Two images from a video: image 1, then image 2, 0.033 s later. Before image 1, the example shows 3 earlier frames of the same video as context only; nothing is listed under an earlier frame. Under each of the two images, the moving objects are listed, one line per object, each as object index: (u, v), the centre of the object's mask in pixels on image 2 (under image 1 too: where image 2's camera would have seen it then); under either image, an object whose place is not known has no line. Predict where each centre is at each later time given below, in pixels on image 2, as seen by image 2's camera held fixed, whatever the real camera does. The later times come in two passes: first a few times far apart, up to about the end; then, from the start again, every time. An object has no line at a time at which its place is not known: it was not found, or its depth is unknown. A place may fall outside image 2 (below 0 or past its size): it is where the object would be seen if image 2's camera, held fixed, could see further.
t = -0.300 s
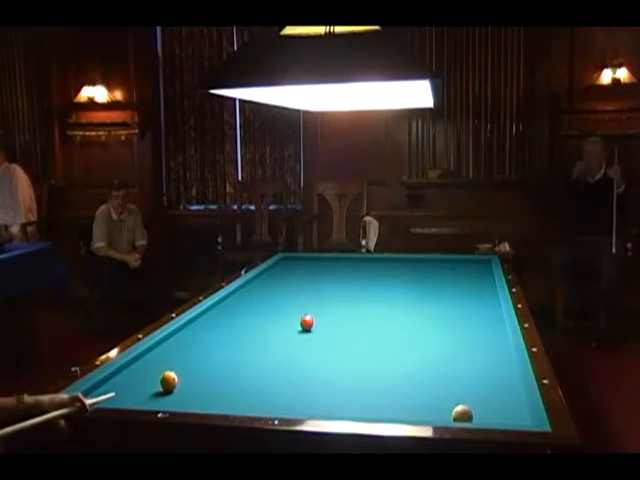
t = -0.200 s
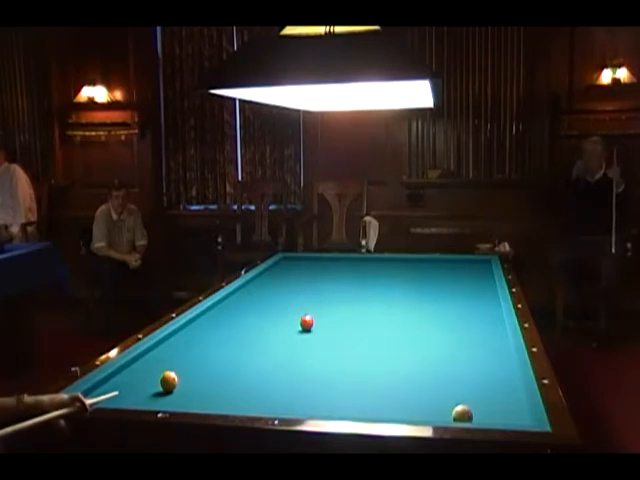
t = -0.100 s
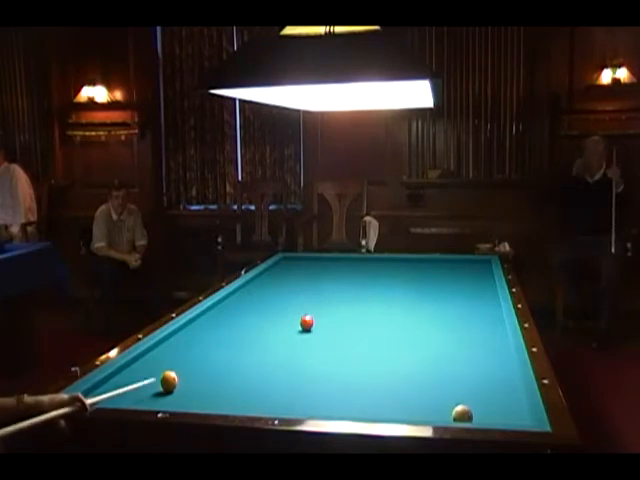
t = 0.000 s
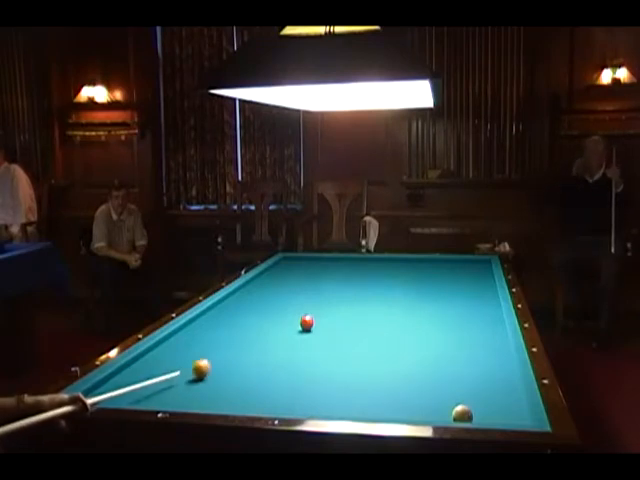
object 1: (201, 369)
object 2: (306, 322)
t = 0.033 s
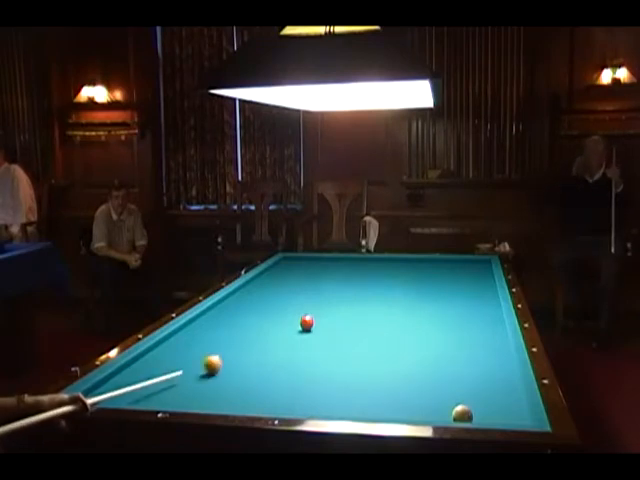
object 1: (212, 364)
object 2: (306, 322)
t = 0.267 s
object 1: (279, 338)
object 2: (306, 322)
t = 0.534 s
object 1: (348, 320)
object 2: (299, 317)
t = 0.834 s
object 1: (418, 306)
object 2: (288, 309)
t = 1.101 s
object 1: (472, 295)
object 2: (279, 302)
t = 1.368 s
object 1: (471, 285)
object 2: (271, 296)
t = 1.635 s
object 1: (444, 276)
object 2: (263, 290)
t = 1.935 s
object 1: (418, 266)
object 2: (256, 285)
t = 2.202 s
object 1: (398, 259)
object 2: (253, 281)
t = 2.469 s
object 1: (372, 261)
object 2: (264, 277)
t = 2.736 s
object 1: (344, 264)
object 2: (274, 275)
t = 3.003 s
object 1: (314, 268)
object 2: (283, 272)
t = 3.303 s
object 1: (301, 270)
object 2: (273, 271)
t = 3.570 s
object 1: (303, 270)
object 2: (272, 271)
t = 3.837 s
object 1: (306, 271)
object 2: (282, 270)
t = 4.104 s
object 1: (307, 271)
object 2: (292, 270)
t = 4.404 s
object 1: (311, 271)
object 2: (301, 270)
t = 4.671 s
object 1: (316, 271)
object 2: (305, 270)
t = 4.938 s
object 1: (321, 271)
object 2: (307, 270)
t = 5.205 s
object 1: (326, 272)
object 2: (310, 269)
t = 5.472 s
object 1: (331, 272)
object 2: (312, 270)
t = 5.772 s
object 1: (335, 272)
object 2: (314, 269)
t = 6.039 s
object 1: (338, 273)
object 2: (314, 269)
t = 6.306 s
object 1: (341, 273)
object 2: (315, 269)
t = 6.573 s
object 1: (343, 273)
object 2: (315, 269)
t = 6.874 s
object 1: (345, 273)
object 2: (315, 269)
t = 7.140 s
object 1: (347, 273)
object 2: (315, 269)
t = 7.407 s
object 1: (347, 273)
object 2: (315, 269)
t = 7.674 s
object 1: (347, 273)
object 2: (315, 269)
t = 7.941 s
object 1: (347, 273)
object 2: (315, 269)
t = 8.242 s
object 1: (347, 273)
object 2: (315, 269)
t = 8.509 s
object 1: (347, 273)
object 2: (315, 269)
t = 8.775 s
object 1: (347, 273)
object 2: (315, 269)
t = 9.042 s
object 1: (347, 273)
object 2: (315, 269)
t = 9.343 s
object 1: (347, 274)
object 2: (314, 270)
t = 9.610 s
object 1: (347, 274)
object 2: (314, 270)
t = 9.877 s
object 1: (347, 274)
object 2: (314, 270)
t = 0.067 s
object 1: (223, 360)
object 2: (306, 322)
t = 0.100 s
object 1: (232, 356)
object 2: (306, 322)
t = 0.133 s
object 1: (243, 352)
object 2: (306, 322)
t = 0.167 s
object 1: (253, 349)
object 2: (306, 322)
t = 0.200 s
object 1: (262, 345)
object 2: (306, 322)
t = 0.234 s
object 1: (271, 342)
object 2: (306, 322)
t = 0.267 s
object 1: (279, 338)
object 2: (306, 322)
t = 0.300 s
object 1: (287, 335)
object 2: (306, 322)
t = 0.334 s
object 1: (295, 331)
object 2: (307, 322)
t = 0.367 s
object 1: (303, 329)
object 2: (308, 318)
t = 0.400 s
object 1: (311, 326)
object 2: (304, 320)
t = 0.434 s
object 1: (320, 324)
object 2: (304, 321)
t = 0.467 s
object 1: (330, 323)
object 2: (303, 320)
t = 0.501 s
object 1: (339, 321)
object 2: (301, 319)
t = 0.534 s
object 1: (348, 320)
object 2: (299, 317)
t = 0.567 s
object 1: (356, 318)
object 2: (298, 316)
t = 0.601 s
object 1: (364, 316)
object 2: (297, 315)
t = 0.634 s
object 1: (373, 315)
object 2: (295, 315)
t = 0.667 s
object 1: (381, 314)
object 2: (294, 313)
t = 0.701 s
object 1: (389, 312)
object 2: (293, 312)
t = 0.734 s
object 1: (396, 310)
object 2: (292, 311)
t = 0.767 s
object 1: (404, 309)
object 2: (290, 311)
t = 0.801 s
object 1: (411, 307)
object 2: (289, 310)
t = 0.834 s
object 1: (418, 306)
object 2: (288, 309)
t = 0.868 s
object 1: (425, 305)
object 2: (287, 308)
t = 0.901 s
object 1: (432, 303)
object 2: (285, 307)
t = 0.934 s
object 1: (439, 302)
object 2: (284, 307)
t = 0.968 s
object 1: (446, 301)
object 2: (283, 305)
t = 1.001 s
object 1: (453, 299)
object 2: (282, 304)
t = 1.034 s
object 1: (459, 298)
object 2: (281, 304)
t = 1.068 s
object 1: (466, 297)
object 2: (280, 303)
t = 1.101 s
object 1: (472, 295)
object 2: (279, 302)
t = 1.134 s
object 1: (479, 294)
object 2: (278, 302)
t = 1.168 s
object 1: (485, 293)
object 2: (277, 301)
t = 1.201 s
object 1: (490, 292)
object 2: (276, 300)
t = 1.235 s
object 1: (489, 290)
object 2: (275, 299)
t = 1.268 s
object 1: (484, 289)
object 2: (274, 298)
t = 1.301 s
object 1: (479, 288)
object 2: (273, 297)
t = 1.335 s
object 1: (475, 286)
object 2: (272, 297)
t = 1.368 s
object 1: (471, 285)
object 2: (271, 296)
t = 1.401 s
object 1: (467, 284)
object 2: (270, 295)
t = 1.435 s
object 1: (464, 282)
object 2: (269, 295)
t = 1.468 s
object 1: (461, 281)
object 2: (268, 294)
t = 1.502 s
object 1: (457, 280)
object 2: (267, 293)
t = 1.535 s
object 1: (454, 279)
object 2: (266, 293)
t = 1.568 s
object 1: (451, 278)
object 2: (265, 292)
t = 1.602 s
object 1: (447, 276)
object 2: (264, 291)
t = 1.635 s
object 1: (444, 276)
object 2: (263, 290)
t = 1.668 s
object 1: (441, 274)
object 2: (262, 290)
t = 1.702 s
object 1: (438, 273)
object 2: (262, 289)
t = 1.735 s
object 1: (435, 272)
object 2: (261, 289)
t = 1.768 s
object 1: (432, 272)
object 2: (261, 288)
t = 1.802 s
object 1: (430, 270)
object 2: (259, 287)
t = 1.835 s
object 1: (427, 270)
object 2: (259, 286)
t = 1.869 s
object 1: (424, 268)
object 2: (257, 285)
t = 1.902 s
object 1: (421, 267)
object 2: (257, 285)
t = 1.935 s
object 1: (418, 266)
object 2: (256, 285)
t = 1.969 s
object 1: (416, 265)
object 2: (255, 284)
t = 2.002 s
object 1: (413, 264)
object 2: (254, 283)
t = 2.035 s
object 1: (410, 263)
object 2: (254, 283)
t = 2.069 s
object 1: (408, 263)
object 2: (253, 282)
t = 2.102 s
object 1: (405, 262)
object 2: (253, 282)
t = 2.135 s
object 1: (403, 261)
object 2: (252, 281)
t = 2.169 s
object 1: (401, 260)
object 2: (252, 281)
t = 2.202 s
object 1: (398, 259)
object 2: (253, 281)
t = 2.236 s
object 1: (396, 259)
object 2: (255, 280)
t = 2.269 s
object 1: (393, 258)
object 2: (256, 279)
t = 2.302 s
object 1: (390, 259)
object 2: (258, 279)
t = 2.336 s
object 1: (386, 259)
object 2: (259, 278)
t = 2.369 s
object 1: (382, 260)
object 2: (260, 278)
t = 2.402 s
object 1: (379, 260)
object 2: (261, 278)
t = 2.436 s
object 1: (375, 261)
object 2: (261, 278)
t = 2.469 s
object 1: (372, 261)
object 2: (264, 277)
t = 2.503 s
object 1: (368, 261)
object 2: (266, 277)
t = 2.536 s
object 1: (365, 262)
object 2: (266, 277)
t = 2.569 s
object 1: (362, 262)
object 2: (268, 276)
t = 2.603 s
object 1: (358, 263)
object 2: (269, 276)
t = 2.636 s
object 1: (354, 263)
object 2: (270, 276)
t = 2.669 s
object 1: (351, 263)
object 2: (271, 276)
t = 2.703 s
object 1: (347, 263)
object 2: (272, 275)
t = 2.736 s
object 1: (344, 264)
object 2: (274, 275)
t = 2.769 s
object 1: (340, 264)
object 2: (275, 275)
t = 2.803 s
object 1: (336, 265)
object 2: (276, 274)
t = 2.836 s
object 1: (333, 265)
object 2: (277, 274)
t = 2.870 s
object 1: (329, 266)
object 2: (279, 274)
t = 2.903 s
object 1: (325, 266)
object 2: (280, 273)
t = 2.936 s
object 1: (321, 267)
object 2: (281, 273)
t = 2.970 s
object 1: (318, 267)
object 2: (282, 273)
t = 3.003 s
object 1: (314, 268)
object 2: (283, 272)
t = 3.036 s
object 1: (310, 268)
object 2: (284, 272)
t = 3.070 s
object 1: (306, 269)
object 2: (285, 271)
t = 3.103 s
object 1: (303, 269)
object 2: (286, 272)
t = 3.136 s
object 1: (299, 270)
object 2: (287, 271)
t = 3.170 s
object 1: (298, 270)
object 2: (286, 271)
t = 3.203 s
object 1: (299, 270)
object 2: (282, 271)
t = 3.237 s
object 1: (300, 270)
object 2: (279, 271)
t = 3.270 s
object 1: (301, 270)
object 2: (276, 271)
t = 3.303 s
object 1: (301, 270)
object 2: (273, 271)
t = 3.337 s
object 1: (301, 270)
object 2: (270, 271)
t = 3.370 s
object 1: (302, 270)
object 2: (268, 270)
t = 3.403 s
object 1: (302, 270)
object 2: (266, 271)
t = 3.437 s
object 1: (302, 270)
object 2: (267, 270)
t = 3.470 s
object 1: (302, 270)
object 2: (268, 271)
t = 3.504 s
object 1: (303, 270)
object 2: (270, 271)
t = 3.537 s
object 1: (303, 270)
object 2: (271, 271)
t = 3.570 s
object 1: (303, 270)
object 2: (272, 271)
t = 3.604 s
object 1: (304, 270)
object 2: (273, 271)
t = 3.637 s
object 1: (304, 270)
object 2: (275, 271)
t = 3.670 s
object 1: (304, 270)
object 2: (276, 270)
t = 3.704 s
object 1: (305, 270)
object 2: (277, 271)
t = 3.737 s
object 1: (305, 270)
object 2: (278, 270)
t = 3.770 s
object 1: (305, 270)
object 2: (280, 270)
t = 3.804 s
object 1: (306, 271)
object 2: (281, 270)
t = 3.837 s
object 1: (306, 271)
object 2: (282, 270)
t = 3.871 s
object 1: (306, 270)
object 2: (283, 270)
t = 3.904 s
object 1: (306, 271)
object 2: (285, 270)
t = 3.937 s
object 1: (306, 270)
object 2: (286, 271)
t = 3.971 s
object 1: (307, 271)
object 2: (287, 271)
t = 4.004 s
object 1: (307, 270)
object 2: (288, 271)
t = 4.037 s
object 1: (307, 271)
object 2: (290, 270)
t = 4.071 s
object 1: (307, 271)
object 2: (291, 270)
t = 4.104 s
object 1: (307, 271)
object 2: (292, 270)
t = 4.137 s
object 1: (308, 270)
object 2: (293, 271)
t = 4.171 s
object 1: (308, 271)
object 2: (294, 271)
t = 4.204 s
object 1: (308, 271)
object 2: (295, 270)
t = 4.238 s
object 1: (308, 271)
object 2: (297, 270)
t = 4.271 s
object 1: (309, 271)
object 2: (298, 270)
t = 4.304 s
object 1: (309, 271)
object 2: (299, 270)
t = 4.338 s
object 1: (309, 271)
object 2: (300, 270)
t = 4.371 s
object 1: (310, 271)
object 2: (300, 270)
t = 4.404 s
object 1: (311, 271)
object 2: (301, 270)
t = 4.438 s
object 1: (311, 271)
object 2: (301, 270)
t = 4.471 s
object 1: (312, 271)
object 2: (302, 270)
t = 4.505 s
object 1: (313, 271)
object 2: (302, 270)
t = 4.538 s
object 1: (313, 271)
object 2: (302, 270)
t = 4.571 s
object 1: (314, 271)
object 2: (303, 270)
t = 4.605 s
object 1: (315, 271)
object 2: (304, 270)
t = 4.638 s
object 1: (316, 271)
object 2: (305, 270)
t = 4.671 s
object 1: (316, 271)
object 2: (305, 270)
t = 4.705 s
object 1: (317, 271)
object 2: (306, 270)
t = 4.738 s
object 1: (318, 271)
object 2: (306, 270)
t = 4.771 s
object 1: (318, 271)
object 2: (306, 270)
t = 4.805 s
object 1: (319, 271)
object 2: (306, 270)
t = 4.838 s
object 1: (319, 271)
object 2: (307, 270)
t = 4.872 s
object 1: (320, 271)
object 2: (307, 270)
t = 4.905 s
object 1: (321, 271)
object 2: (308, 270)
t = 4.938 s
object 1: (321, 271)
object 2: (307, 270)
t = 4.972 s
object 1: (322, 271)
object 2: (307, 270)
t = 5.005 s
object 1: (323, 271)
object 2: (308, 270)
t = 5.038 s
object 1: (323, 271)
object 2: (308, 270)
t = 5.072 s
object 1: (324, 272)
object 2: (309, 270)
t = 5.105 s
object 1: (325, 272)
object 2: (309, 269)
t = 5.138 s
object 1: (325, 272)
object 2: (309, 269)
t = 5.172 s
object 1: (326, 272)
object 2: (310, 269)
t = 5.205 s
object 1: (326, 272)
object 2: (310, 269)
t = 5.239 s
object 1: (327, 272)
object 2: (310, 269)
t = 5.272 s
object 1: (327, 272)
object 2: (310, 269)
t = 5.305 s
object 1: (328, 272)
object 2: (310, 269)
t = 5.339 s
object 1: (328, 272)
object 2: (311, 270)
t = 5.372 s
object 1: (329, 272)
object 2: (311, 270)
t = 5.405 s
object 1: (329, 272)
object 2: (311, 270)
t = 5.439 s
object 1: (330, 272)
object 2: (311, 269)
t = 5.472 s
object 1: (331, 272)
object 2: (312, 270)
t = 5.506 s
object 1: (331, 272)
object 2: (312, 270)
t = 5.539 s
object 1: (332, 272)
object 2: (312, 270)
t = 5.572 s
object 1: (332, 272)
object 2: (312, 270)
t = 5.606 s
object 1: (332, 272)
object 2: (313, 269)
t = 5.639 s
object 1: (333, 272)
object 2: (313, 269)
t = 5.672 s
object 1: (333, 272)
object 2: (313, 269)
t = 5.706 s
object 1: (334, 272)
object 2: (313, 269)
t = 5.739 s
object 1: (334, 272)
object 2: (314, 269)
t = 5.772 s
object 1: (335, 272)
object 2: (314, 269)
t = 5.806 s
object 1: (335, 273)
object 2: (314, 269)
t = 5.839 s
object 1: (335, 273)
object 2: (314, 269)
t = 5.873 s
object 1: (336, 273)
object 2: (314, 269)
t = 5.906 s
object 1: (336, 273)
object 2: (314, 270)
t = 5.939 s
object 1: (337, 273)
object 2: (314, 269)
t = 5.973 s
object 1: (337, 273)
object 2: (314, 269)
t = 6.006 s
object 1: (337, 273)
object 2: (314, 269)
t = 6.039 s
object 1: (338, 273)
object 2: (314, 269)
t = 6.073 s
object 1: (338, 273)
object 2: (314, 269)
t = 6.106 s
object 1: (339, 273)
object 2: (314, 269)
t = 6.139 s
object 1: (339, 273)
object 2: (314, 269)
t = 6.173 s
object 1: (340, 273)
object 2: (315, 269)
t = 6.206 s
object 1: (340, 273)
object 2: (314, 269)
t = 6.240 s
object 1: (340, 273)
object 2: (314, 269)
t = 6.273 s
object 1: (340, 273)
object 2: (315, 269)
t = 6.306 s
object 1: (341, 273)
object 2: (315, 269)
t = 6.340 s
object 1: (341, 273)
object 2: (314, 269)
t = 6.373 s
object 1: (341, 273)
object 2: (315, 269)
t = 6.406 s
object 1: (342, 273)
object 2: (315, 269)
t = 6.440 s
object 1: (342, 273)
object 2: (314, 269)
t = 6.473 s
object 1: (342, 273)
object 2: (314, 269)
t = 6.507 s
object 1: (342, 273)
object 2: (314, 269)
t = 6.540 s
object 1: (342, 273)
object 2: (315, 269)
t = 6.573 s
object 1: (343, 273)
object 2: (315, 269)
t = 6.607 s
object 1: (343, 273)
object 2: (315, 269)
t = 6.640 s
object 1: (343, 273)
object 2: (315, 269)
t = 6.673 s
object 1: (343, 273)
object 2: (315, 269)
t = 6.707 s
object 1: (344, 273)
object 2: (315, 269)
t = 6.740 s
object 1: (344, 273)
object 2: (315, 269)
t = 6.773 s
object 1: (344, 273)
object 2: (315, 269)
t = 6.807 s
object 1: (345, 273)
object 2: (315, 269)
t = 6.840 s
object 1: (345, 273)
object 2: (315, 269)
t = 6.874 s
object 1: (345, 273)
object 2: (315, 269)
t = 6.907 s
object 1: (345, 273)
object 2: (315, 269)
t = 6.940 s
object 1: (345, 273)
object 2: (315, 269)
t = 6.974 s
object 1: (346, 273)
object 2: (315, 269)
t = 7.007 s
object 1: (346, 273)
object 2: (315, 269)
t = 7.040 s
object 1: (346, 273)
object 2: (315, 269)
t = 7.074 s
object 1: (346, 273)
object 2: (315, 269)
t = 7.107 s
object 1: (346, 273)
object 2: (315, 269)
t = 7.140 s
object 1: (347, 273)
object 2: (315, 269)
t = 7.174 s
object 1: (347, 273)
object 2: (315, 269)
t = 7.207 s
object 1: (347, 273)
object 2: (315, 269)
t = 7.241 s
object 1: (347, 273)
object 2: (315, 269)
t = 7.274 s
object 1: (347, 273)
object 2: (315, 269)
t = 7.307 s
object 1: (347, 273)
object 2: (315, 269)
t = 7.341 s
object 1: (347, 273)
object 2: (315, 269)
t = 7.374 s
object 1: (347, 273)
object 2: (315, 269)
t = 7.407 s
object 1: (347, 273)
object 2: (315, 269)
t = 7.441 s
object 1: (347, 273)
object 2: (315, 269)
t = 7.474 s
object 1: (347, 273)
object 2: (315, 269)
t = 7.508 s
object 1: (347, 273)
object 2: (315, 269)
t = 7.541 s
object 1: (347, 273)
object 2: (315, 269)
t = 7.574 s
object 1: (347, 273)
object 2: (315, 269)
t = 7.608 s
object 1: (347, 273)
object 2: (315, 269)
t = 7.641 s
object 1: (347, 273)
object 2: (315, 269)
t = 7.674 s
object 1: (347, 273)
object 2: (315, 269)
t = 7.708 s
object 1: (347, 273)
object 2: (315, 269)
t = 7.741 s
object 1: (347, 273)
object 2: (315, 269)
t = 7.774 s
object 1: (347, 273)
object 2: (315, 269)
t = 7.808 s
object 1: (347, 273)
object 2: (315, 269)
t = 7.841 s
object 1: (347, 273)
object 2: (315, 269)
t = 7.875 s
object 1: (347, 273)
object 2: (315, 269)
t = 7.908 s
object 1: (347, 273)
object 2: (315, 269)
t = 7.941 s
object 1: (347, 273)
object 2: (315, 269)
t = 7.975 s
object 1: (347, 273)
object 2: (315, 269)
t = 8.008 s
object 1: (347, 273)
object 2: (315, 269)
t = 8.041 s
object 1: (347, 273)
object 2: (315, 269)
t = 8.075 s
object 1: (347, 273)
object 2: (315, 269)
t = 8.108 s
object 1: (347, 273)
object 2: (315, 269)
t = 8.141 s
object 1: (347, 273)
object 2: (315, 269)
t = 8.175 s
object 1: (347, 273)
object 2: (315, 269)
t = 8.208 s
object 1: (347, 273)
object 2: (315, 269)
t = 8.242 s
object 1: (347, 273)
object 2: (315, 269)
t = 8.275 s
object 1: (347, 273)
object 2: (315, 269)
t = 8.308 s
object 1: (347, 273)
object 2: (315, 269)
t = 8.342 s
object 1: (347, 273)
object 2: (315, 269)
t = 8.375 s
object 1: (347, 273)
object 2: (315, 269)
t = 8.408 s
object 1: (347, 273)
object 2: (315, 269)
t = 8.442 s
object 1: (347, 273)
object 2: (315, 269)
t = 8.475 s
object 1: (347, 273)
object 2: (315, 269)
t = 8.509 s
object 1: (347, 273)
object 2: (315, 269)
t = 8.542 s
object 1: (347, 273)
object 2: (315, 269)
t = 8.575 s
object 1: (347, 273)
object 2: (315, 269)
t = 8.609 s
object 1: (347, 273)
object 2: (315, 269)
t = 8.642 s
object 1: (347, 273)
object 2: (315, 269)
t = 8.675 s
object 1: (347, 273)
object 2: (315, 269)
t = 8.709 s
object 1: (347, 273)
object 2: (315, 269)
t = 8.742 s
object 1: (347, 273)
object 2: (315, 269)
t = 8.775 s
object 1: (347, 273)
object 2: (315, 269)
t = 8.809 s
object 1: (347, 273)
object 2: (315, 269)
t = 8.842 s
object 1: (347, 273)
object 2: (315, 269)
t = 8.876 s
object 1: (347, 273)
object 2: (315, 269)
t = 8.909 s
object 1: (347, 273)
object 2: (315, 269)
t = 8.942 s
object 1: (347, 273)
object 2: (315, 269)
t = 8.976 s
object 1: (347, 273)
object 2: (315, 269)
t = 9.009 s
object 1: (347, 273)
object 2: (315, 269)
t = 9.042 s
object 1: (347, 273)
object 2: (315, 269)
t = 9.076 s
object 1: (347, 273)
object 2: (315, 269)
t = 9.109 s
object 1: (347, 273)
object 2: (315, 269)
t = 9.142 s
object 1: (347, 273)
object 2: (315, 269)
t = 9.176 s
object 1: (347, 273)
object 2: (315, 269)
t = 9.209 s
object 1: (347, 274)
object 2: (314, 270)
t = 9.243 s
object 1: (347, 274)
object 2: (314, 269)
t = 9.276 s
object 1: (347, 274)
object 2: (314, 270)
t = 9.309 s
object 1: (347, 274)
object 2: (314, 270)
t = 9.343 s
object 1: (347, 274)
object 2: (314, 270)
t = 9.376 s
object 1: (347, 274)
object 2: (314, 270)
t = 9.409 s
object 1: (347, 274)
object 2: (314, 270)
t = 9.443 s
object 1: (347, 274)
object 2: (314, 270)
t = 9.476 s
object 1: (347, 274)
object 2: (314, 270)
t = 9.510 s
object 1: (347, 274)
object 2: (314, 270)
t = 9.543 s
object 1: (347, 274)
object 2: (314, 270)
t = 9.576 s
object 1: (347, 274)
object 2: (314, 270)
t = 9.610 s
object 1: (347, 274)
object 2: (314, 270)
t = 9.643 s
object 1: (347, 274)
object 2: (314, 270)
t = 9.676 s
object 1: (347, 274)
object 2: (314, 270)
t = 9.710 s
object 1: (347, 274)
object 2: (314, 270)
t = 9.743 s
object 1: (347, 274)
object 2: (314, 270)
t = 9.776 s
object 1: (347, 274)
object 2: (314, 270)
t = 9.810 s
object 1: (347, 274)
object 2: (314, 270)
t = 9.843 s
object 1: (347, 274)
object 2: (314, 270)
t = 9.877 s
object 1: (347, 274)
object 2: (314, 270)
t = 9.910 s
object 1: (347, 274)
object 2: (314, 270)
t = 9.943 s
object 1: (347, 274)
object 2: (314, 270)
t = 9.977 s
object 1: (347, 274)
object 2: (314, 270)
